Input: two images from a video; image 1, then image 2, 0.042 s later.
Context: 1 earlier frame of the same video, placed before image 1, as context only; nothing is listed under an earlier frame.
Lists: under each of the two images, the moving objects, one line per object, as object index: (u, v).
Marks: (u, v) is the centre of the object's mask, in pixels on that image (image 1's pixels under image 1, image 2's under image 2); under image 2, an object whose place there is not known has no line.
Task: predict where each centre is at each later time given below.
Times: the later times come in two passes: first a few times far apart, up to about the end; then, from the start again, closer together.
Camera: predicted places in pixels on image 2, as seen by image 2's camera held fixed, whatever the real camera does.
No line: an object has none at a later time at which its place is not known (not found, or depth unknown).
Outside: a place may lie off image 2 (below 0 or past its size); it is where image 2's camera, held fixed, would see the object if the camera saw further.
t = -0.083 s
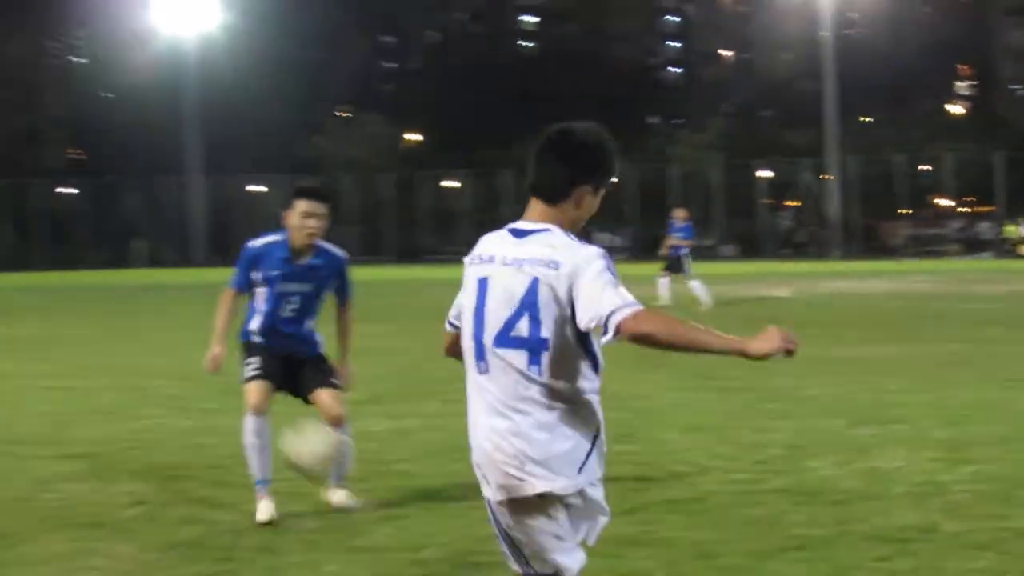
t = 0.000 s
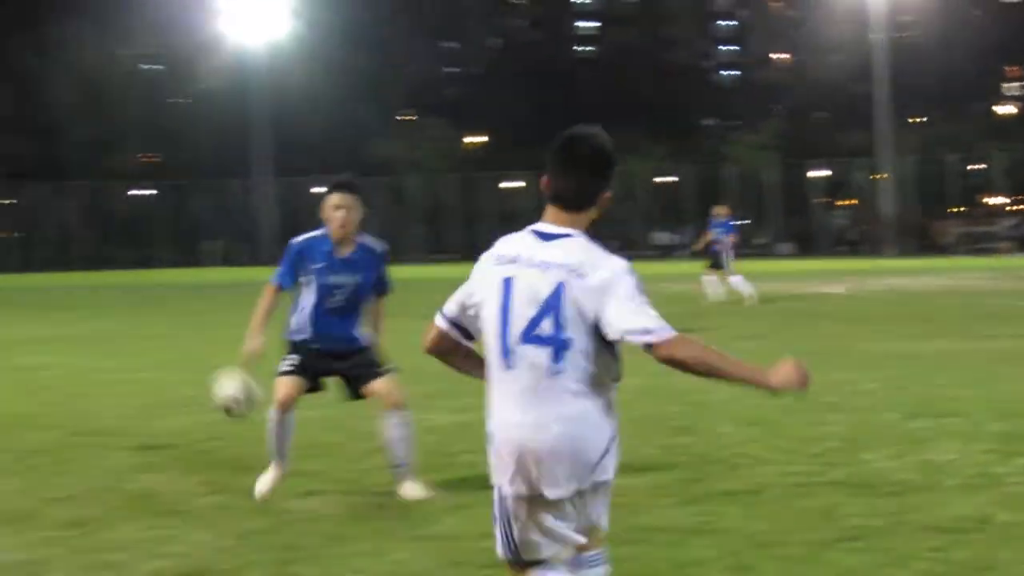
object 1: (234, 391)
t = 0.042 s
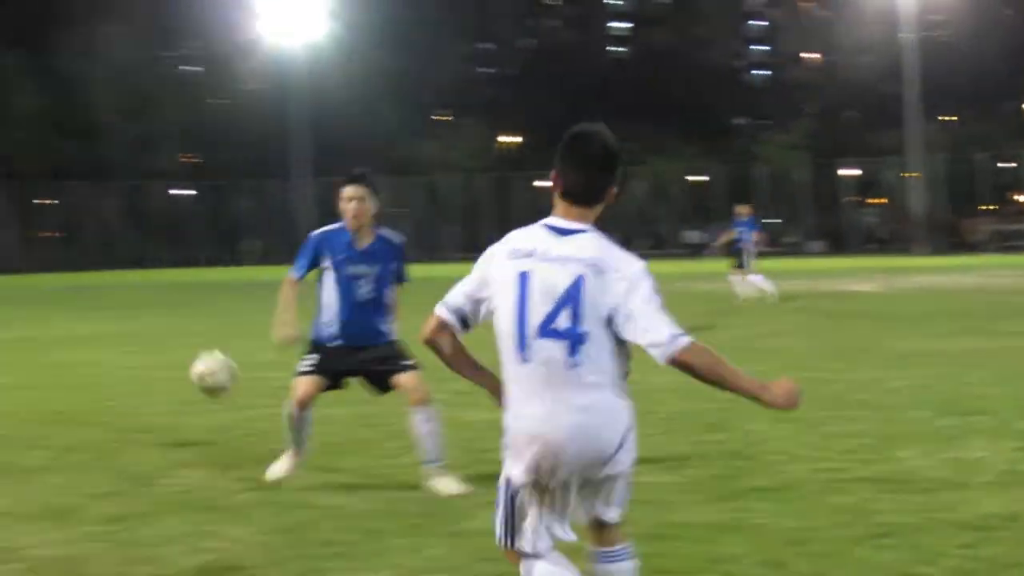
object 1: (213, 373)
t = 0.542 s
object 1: (-205, 394)
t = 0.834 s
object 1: (-301, 344)
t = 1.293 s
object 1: (-409, 314)
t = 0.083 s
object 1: (161, 362)
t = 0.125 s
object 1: (112, 355)
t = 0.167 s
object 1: (66, 350)
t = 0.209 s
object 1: (25, 348)
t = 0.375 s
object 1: (-107, 358)
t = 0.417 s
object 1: (-134, 367)
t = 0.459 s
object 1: (-158, 376)
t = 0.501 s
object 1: (-183, 387)
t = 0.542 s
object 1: (-205, 394)
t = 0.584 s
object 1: (-220, 380)
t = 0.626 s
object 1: (-235, 368)
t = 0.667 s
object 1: (-248, 358)
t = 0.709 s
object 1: (-261, 351)
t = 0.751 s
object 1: (-275, 347)
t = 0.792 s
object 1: (-289, 344)
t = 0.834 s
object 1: (-301, 344)
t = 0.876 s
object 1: (-312, 346)
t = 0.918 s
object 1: (-323, 349)
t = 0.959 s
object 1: (-332, 353)
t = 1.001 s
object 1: (-339, 360)
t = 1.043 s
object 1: (-348, 367)
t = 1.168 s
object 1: (-366, 346)
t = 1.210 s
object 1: (-379, 333)
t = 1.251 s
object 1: (-397, 320)
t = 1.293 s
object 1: (-409, 314)
